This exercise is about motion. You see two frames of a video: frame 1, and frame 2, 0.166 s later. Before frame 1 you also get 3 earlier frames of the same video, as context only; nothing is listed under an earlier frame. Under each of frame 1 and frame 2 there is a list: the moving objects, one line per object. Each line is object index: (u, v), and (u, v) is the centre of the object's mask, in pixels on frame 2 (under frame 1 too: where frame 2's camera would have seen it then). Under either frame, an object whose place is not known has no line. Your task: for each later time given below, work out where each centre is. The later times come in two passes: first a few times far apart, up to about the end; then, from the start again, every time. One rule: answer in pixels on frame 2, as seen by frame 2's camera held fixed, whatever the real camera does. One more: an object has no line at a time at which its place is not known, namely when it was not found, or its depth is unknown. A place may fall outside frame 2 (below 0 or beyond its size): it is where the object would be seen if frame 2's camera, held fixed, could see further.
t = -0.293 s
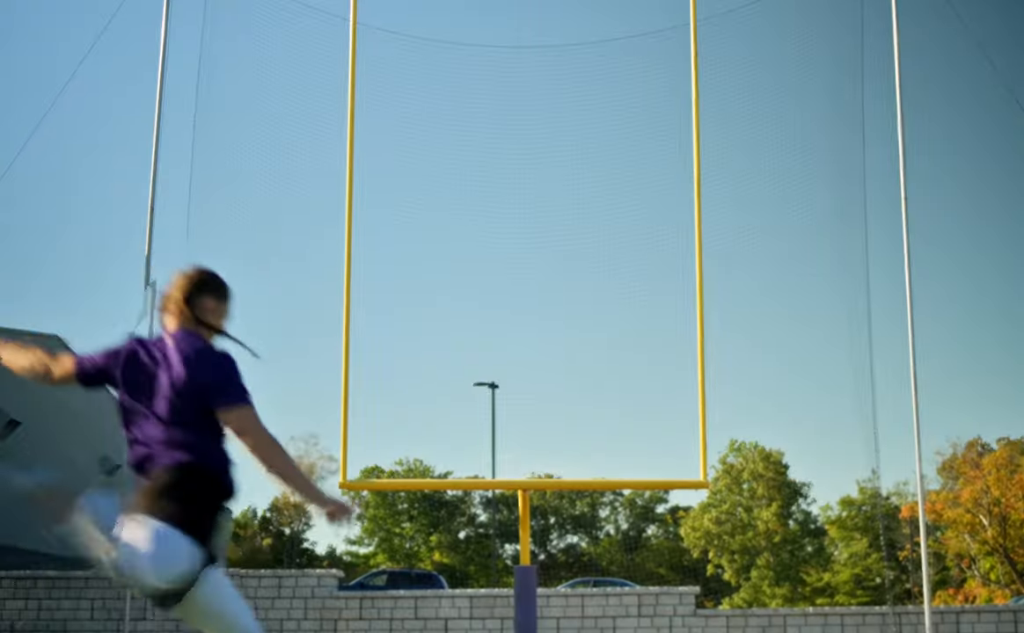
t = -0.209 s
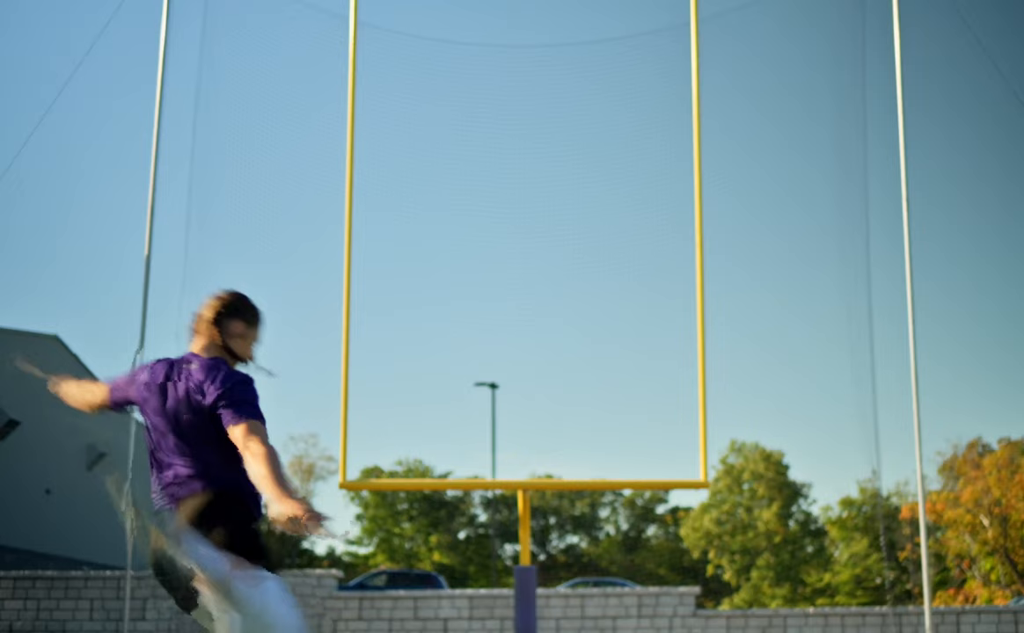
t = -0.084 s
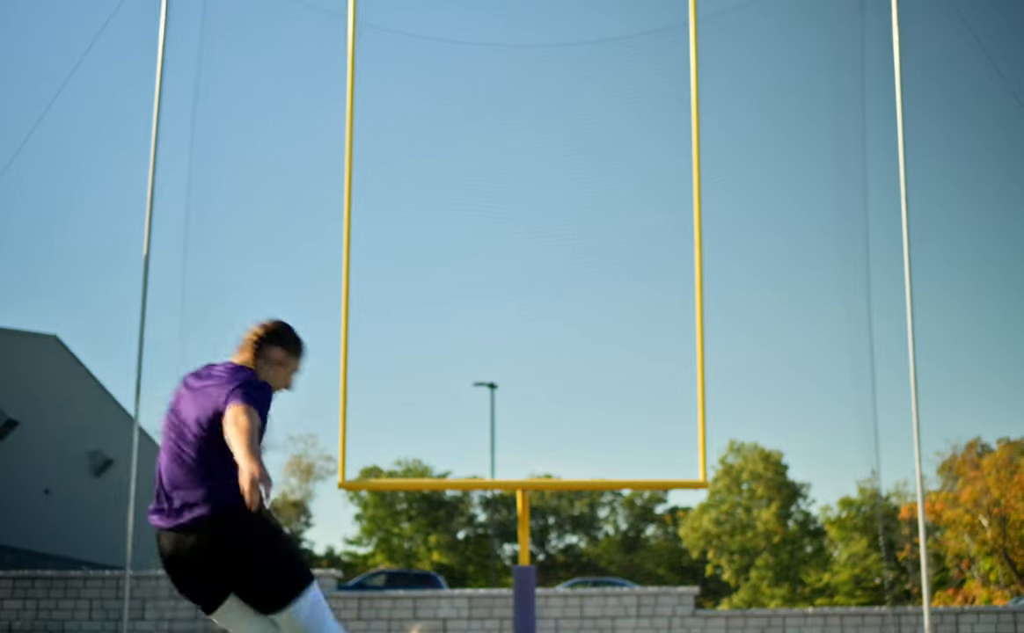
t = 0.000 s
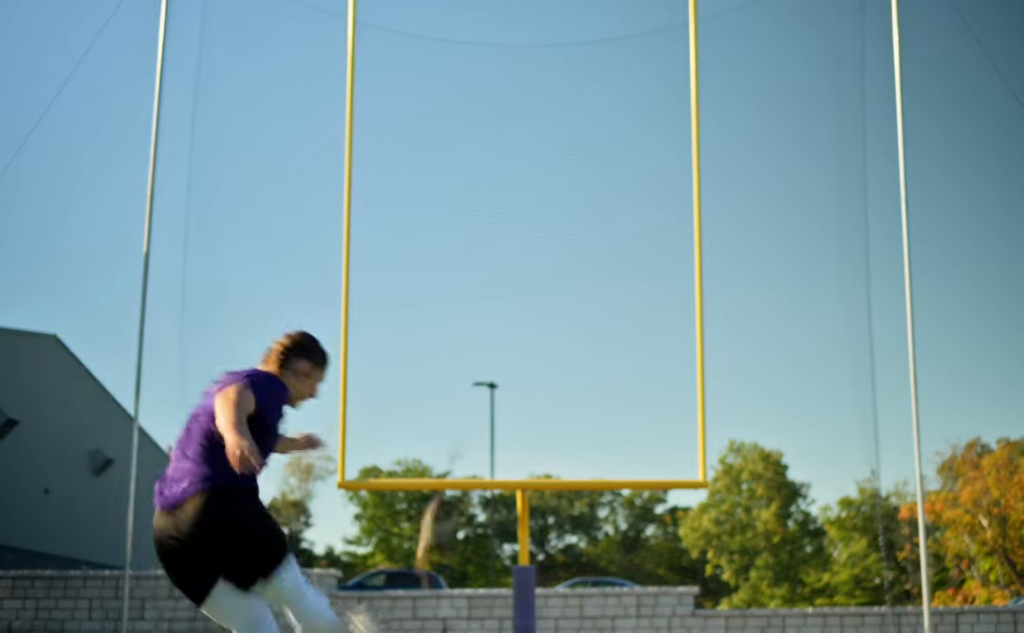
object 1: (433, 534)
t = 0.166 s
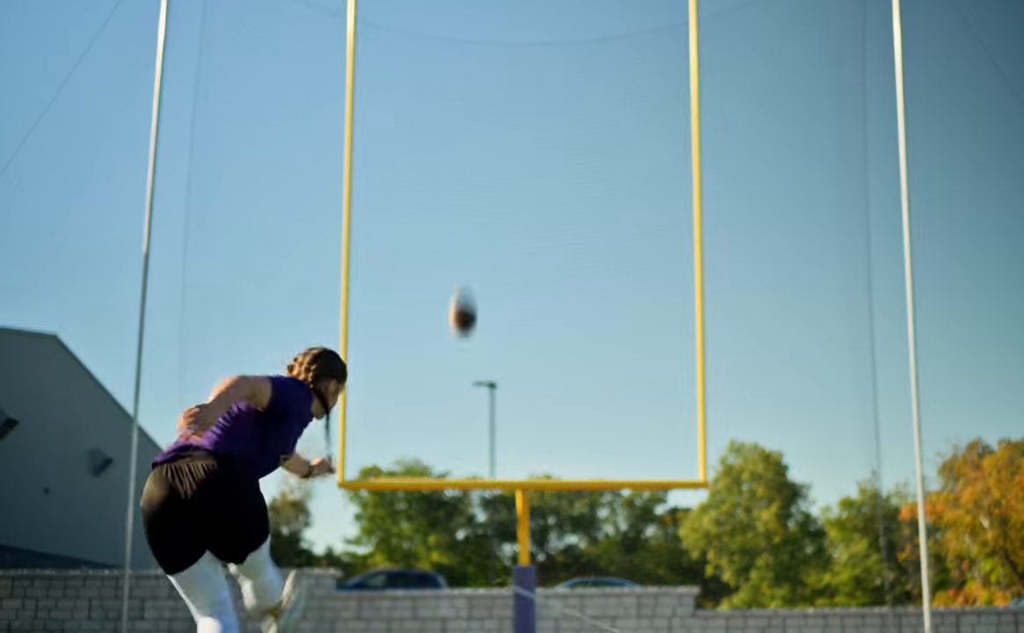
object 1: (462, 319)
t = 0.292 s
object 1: (470, 234)
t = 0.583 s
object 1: (477, 135)
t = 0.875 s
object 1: (476, 102)
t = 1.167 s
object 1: (469, 100)
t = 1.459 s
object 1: (458, 117)
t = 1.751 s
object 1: (446, 148)
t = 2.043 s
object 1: (435, 189)
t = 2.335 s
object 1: (426, 241)
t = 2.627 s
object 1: (429, 285)
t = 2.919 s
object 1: (431, 326)
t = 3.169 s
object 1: (432, 369)
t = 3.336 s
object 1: (431, 401)
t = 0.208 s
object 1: (465, 287)
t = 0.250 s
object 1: (467, 260)
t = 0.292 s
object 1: (470, 234)
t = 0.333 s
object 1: (472, 213)
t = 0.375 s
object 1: (473, 195)
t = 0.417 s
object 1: (474, 179)
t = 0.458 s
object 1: (475, 166)
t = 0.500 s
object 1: (476, 154)
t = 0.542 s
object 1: (476, 144)
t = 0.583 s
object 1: (477, 135)
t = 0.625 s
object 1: (477, 128)
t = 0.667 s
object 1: (477, 121)
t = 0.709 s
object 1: (477, 116)
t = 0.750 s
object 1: (477, 111)
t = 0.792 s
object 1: (477, 107)
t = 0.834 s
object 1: (477, 104)
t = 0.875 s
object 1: (476, 102)
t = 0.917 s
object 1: (475, 100)
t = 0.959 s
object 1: (475, 99)
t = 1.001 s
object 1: (474, 98)
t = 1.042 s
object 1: (472, 98)
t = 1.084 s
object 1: (471, 98)
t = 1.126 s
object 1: (470, 99)
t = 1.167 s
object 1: (469, 100)
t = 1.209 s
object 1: (467, 101)
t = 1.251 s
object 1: (466, 103)
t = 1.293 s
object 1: (464, 105)
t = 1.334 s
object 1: (463, 108)
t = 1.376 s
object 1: (461, 110)
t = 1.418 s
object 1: (459, 114)
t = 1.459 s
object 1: (458, 117)
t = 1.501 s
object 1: (456, 121)
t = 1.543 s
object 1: (455, 125)
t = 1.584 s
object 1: (453, 129)
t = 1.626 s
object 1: (452, 133)
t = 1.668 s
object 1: (450, 138)
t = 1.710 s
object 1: (448, 142)
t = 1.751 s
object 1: (446, 148)
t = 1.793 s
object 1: (444, 153)
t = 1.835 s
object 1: (443, 158)
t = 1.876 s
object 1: (441, 164)
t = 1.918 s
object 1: (439, 170)
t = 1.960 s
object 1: (438, 176)
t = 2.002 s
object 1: (436, 183)
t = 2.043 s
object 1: (435, 189)
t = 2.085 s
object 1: (433, 196)
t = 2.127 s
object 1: (432, 203)
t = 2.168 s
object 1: (430, 209)
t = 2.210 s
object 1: (429, 217)
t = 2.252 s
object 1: (427, 224)
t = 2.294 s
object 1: (426, 232)
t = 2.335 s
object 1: (426, 241)
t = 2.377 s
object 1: (426, 250)
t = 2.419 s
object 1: (426, 257)
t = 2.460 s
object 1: (426, 263)
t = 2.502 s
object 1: (427, 269)
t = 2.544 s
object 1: (427, 275)
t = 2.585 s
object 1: (428, 280)
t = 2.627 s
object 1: (429, 285)
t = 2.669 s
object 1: (429, 290)
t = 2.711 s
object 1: (429, 296)
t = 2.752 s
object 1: (430, 301)
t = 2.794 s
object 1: (430, 307)
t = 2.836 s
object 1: (431, 313)
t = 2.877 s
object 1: (431, 319)
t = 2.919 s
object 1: (431, 326)
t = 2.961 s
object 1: (432, 333)
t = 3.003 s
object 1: (432, 340)
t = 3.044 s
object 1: (432, 346)
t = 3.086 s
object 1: (432, 353)
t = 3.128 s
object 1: (432, 361)
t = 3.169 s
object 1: (432, 369)
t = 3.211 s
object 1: (432, 377)
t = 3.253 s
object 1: (432, 385)
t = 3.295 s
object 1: (431, 393)
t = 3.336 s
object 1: (431, 401)
